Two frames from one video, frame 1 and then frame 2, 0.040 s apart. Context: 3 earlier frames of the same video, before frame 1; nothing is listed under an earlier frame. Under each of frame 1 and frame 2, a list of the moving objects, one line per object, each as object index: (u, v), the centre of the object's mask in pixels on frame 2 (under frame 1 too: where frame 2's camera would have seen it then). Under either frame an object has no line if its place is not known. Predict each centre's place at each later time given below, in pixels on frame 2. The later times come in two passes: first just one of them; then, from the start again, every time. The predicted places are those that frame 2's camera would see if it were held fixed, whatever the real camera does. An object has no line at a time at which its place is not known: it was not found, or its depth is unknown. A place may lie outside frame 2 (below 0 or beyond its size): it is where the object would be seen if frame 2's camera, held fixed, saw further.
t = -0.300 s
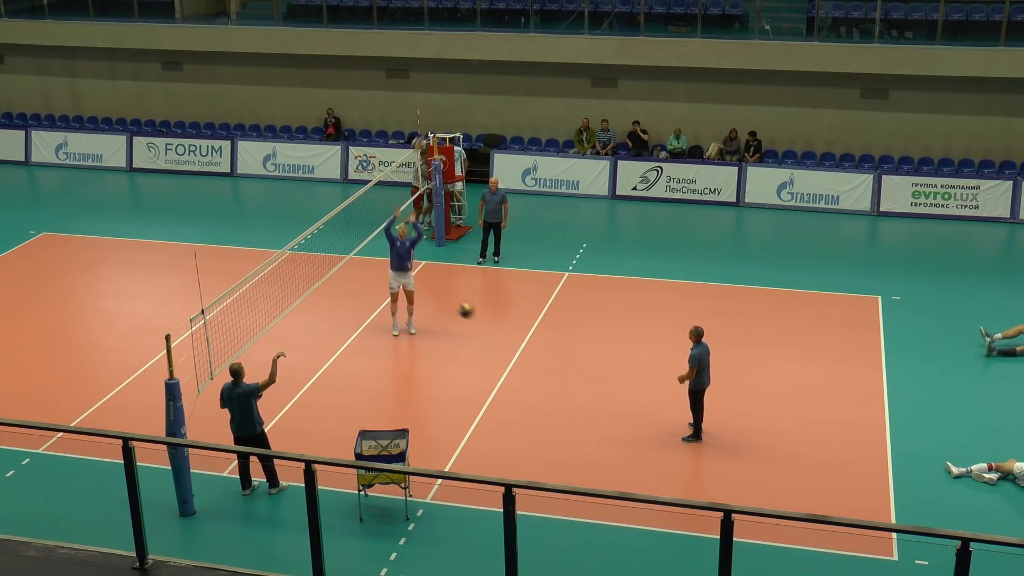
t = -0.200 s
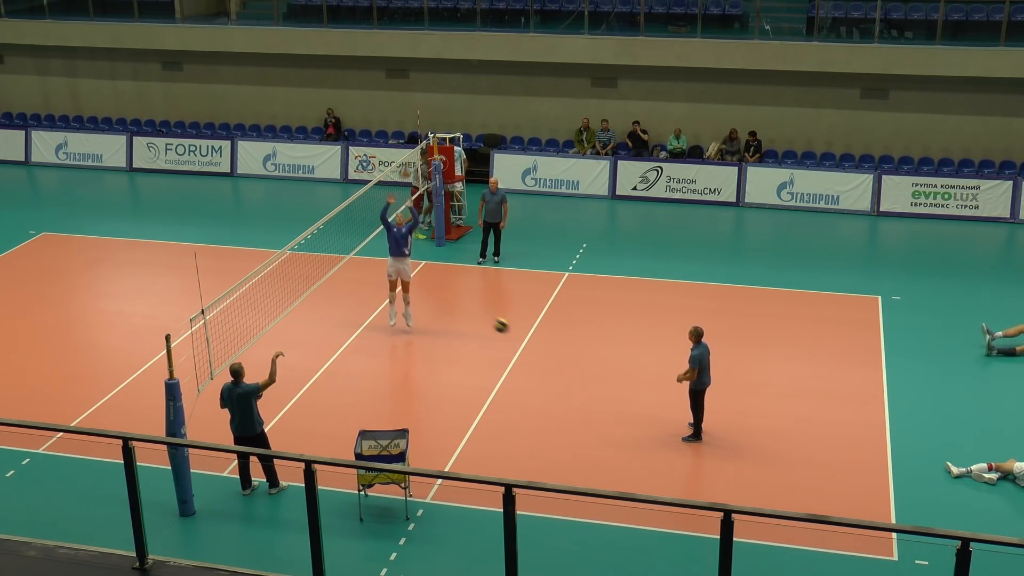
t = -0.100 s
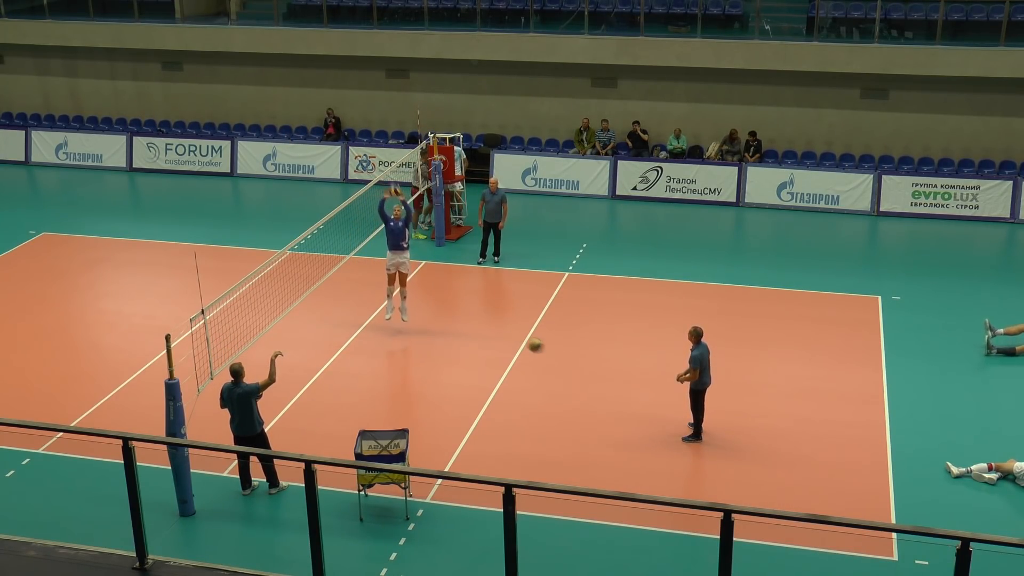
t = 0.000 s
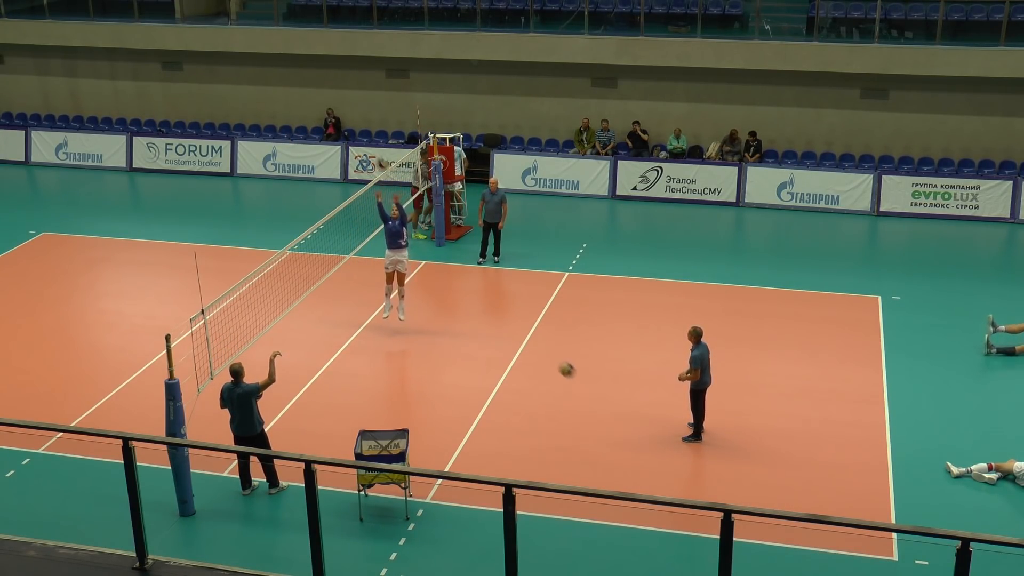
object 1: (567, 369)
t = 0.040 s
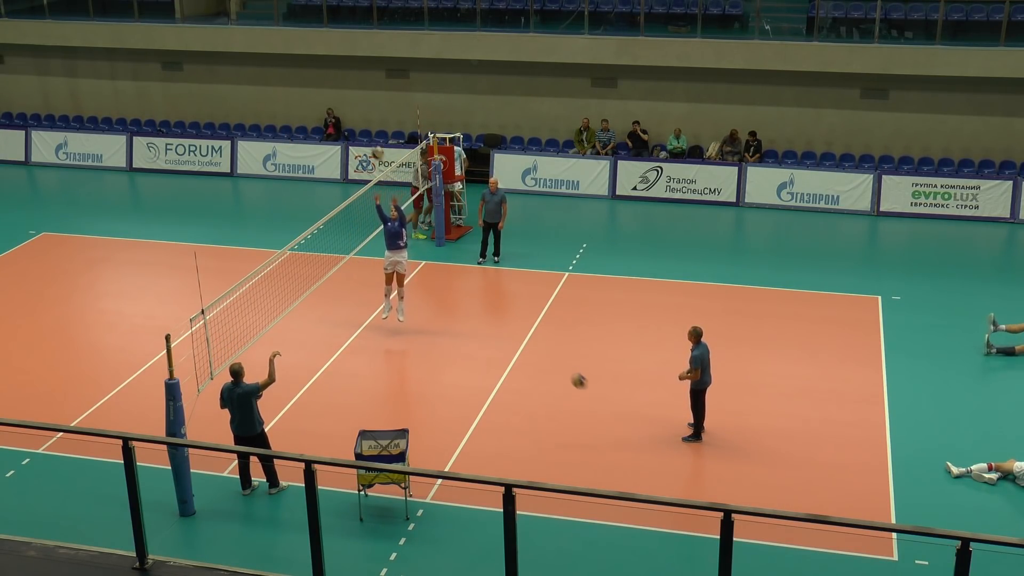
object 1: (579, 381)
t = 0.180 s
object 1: (620, 426)
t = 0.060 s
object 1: (585, 387)
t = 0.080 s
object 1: (591, 393)
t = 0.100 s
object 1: (596, 399)
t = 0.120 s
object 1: (602, 405)
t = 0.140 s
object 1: (608, 412)
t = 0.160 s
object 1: (614, 418)
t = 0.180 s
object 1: (620, 426)
